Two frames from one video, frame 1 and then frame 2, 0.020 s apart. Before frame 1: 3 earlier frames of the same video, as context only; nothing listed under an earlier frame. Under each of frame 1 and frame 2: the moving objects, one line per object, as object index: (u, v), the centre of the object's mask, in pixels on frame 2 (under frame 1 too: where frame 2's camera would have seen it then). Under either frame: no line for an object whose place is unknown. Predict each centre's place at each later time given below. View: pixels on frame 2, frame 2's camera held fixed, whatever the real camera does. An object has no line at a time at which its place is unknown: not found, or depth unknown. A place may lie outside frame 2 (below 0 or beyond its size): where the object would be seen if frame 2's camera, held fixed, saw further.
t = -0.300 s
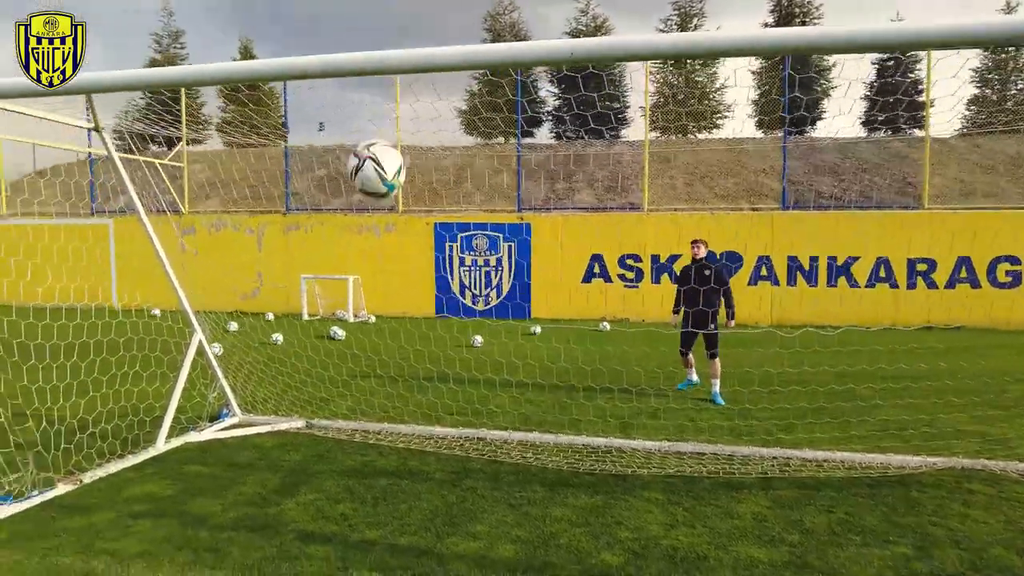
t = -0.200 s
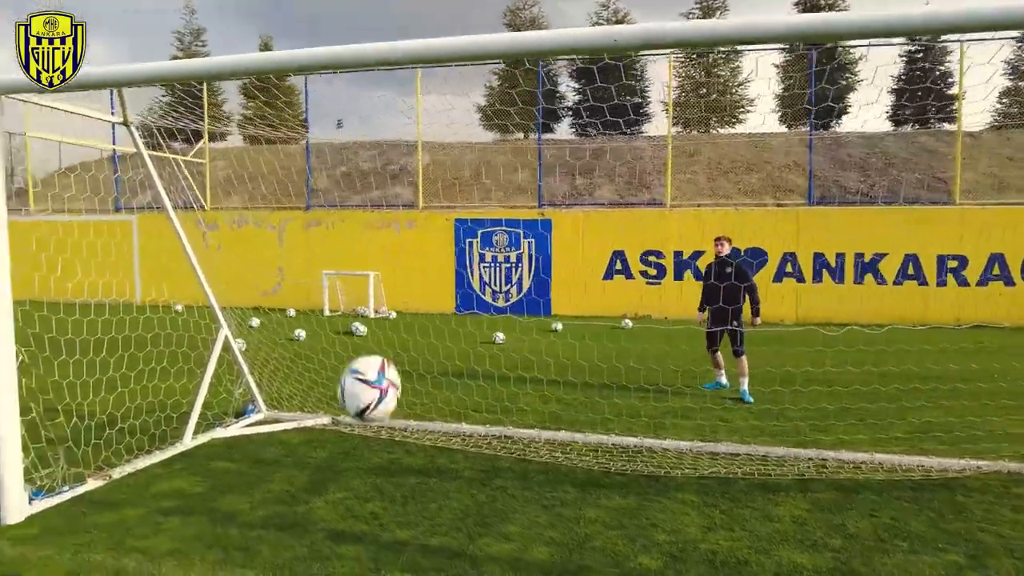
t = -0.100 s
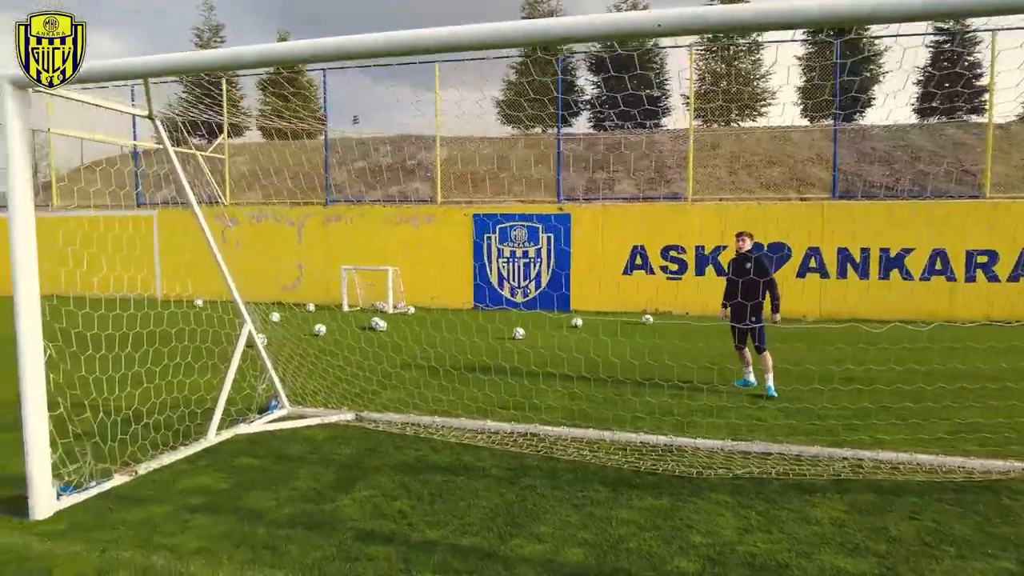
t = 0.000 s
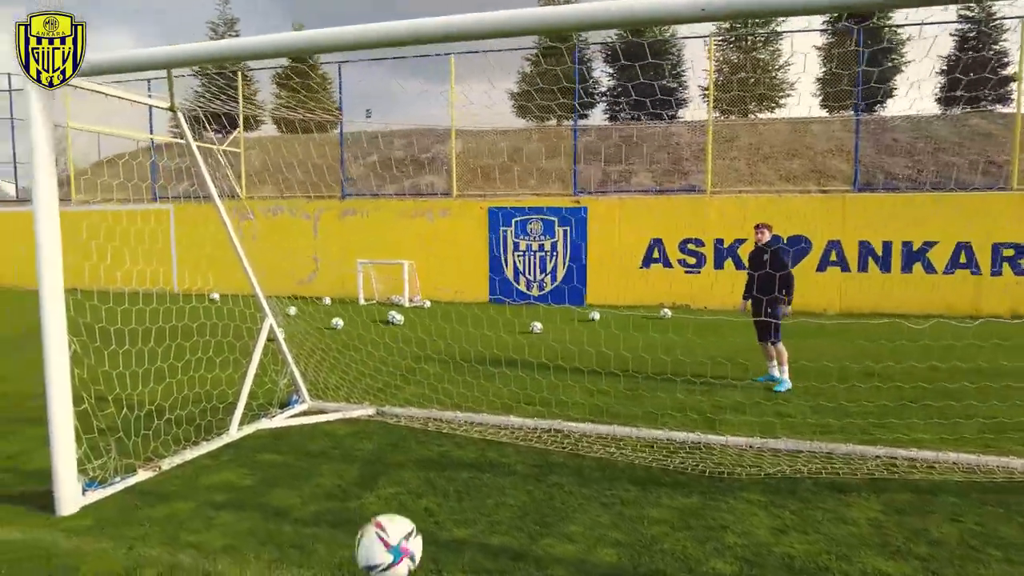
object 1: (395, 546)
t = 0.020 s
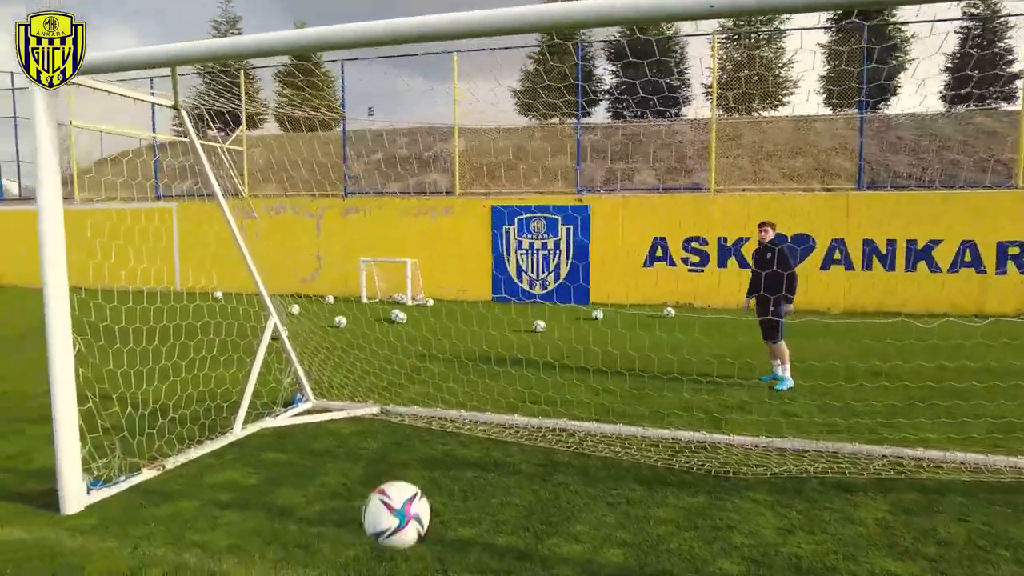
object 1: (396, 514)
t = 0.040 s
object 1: (399, 482)
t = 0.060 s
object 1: (402, 453)
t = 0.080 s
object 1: (404, 424)
